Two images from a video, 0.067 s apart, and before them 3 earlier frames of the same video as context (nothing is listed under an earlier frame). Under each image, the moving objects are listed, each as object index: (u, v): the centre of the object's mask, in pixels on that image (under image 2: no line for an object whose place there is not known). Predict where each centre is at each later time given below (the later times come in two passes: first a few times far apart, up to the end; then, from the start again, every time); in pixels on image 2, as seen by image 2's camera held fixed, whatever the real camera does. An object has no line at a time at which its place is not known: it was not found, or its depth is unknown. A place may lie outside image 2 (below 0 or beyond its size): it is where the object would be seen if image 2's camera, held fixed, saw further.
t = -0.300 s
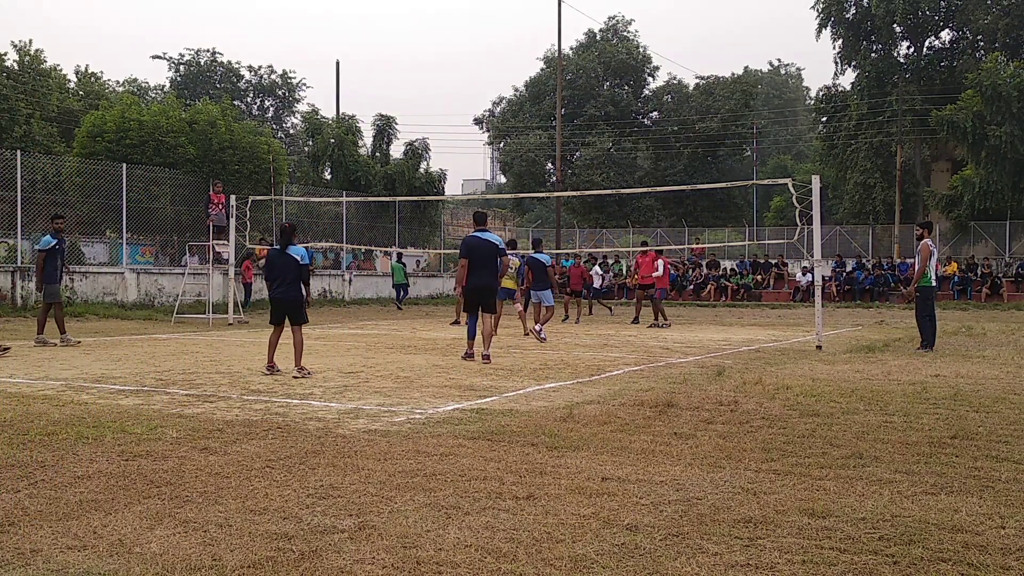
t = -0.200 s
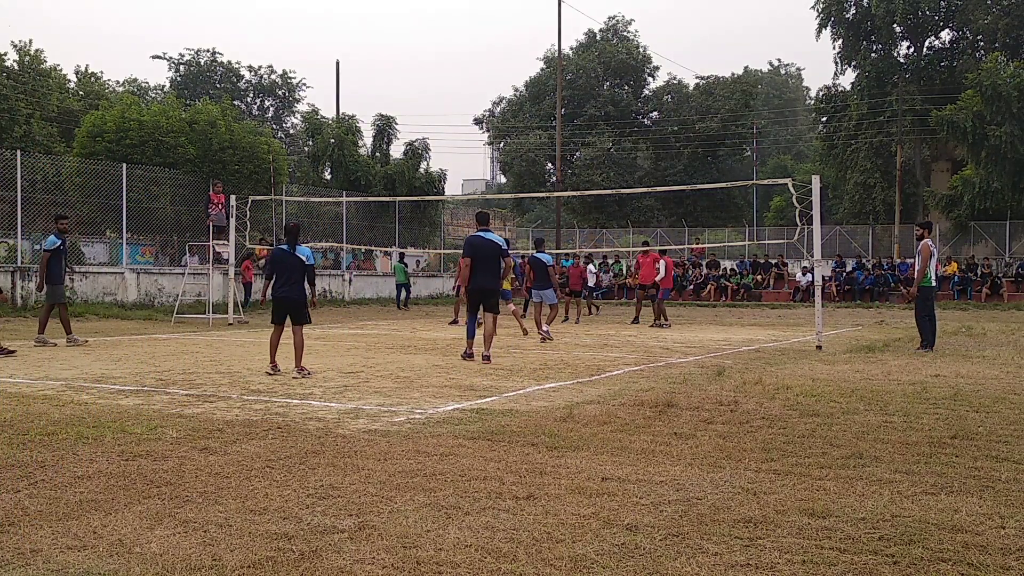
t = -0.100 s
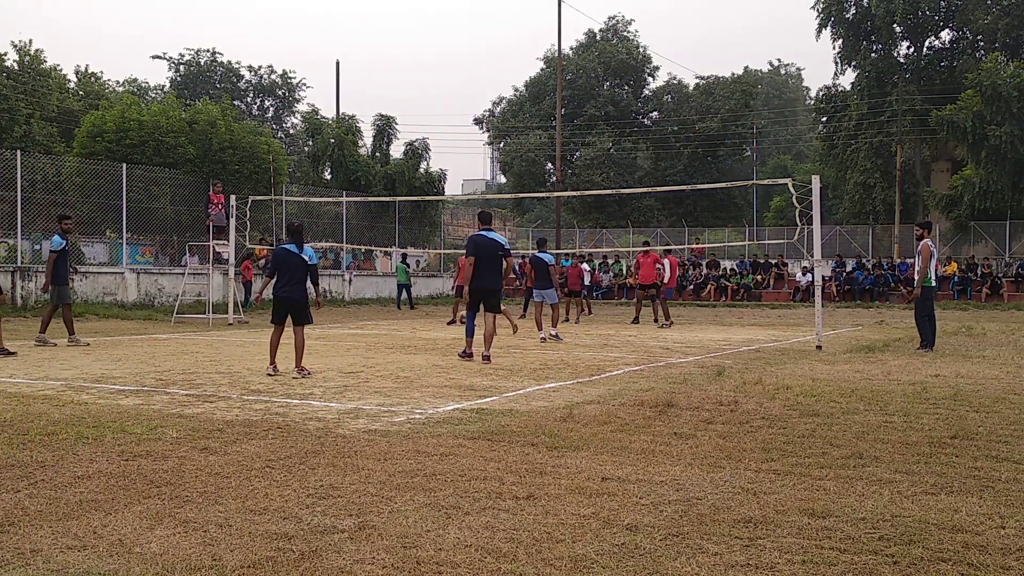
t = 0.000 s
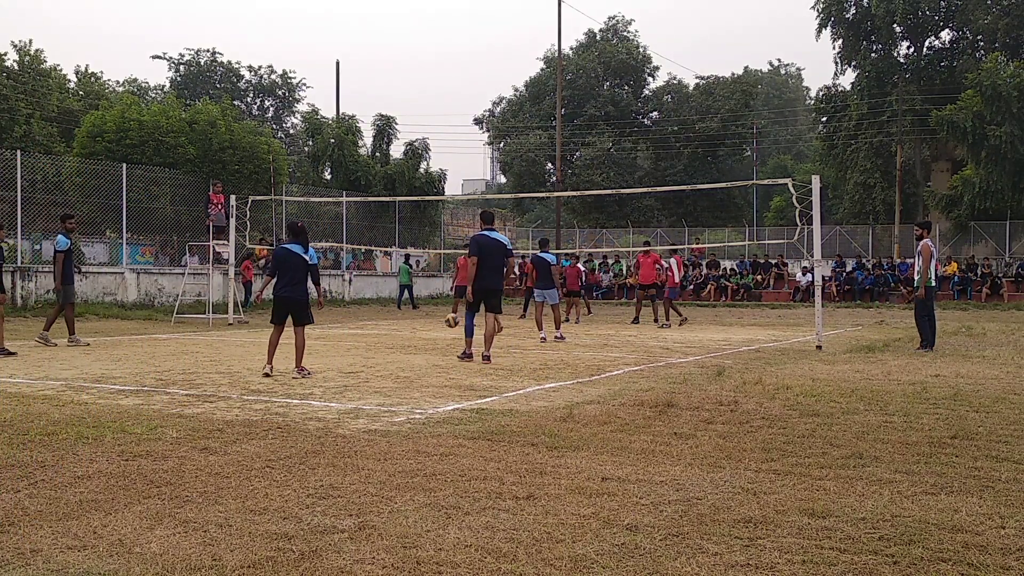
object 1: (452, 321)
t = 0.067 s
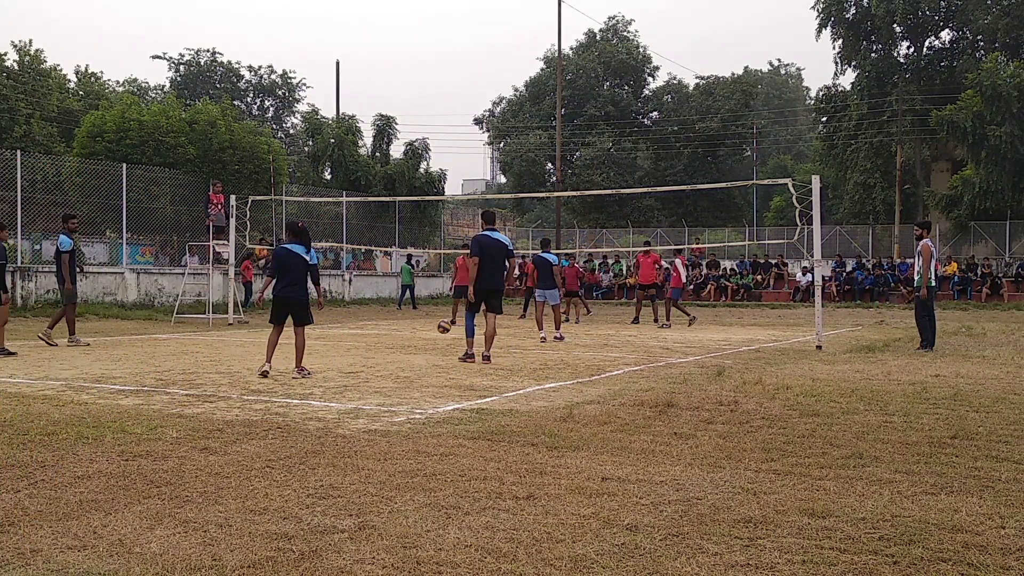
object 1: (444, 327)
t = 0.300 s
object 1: (413, 326)
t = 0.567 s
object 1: (376, 336)
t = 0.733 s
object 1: (350, 333)
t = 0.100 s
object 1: (439, 330)
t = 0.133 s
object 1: (435, 335)
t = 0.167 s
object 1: (431, 340)
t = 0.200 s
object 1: (426, 336)
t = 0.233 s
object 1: (422, 332)
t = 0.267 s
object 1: (418, 329)
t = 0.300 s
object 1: (413, 326)
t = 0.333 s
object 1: (409, 324)
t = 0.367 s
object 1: (404, 323)
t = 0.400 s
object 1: (399, 324)
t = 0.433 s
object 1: (395, 325)
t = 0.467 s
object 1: (390, 326)
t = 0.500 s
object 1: (385, 329)
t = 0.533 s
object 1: (380, 332)
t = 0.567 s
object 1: (376, 336)
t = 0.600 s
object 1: (371, 342)
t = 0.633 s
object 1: (366, 342)
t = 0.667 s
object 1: (360, 339)
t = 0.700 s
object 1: (355, 335)
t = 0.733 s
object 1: (350, 333)
